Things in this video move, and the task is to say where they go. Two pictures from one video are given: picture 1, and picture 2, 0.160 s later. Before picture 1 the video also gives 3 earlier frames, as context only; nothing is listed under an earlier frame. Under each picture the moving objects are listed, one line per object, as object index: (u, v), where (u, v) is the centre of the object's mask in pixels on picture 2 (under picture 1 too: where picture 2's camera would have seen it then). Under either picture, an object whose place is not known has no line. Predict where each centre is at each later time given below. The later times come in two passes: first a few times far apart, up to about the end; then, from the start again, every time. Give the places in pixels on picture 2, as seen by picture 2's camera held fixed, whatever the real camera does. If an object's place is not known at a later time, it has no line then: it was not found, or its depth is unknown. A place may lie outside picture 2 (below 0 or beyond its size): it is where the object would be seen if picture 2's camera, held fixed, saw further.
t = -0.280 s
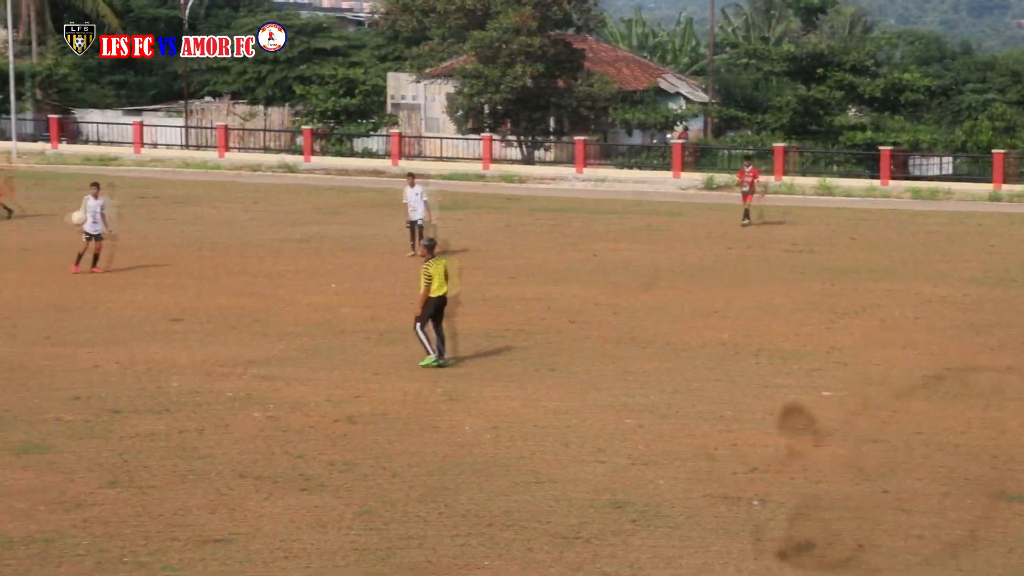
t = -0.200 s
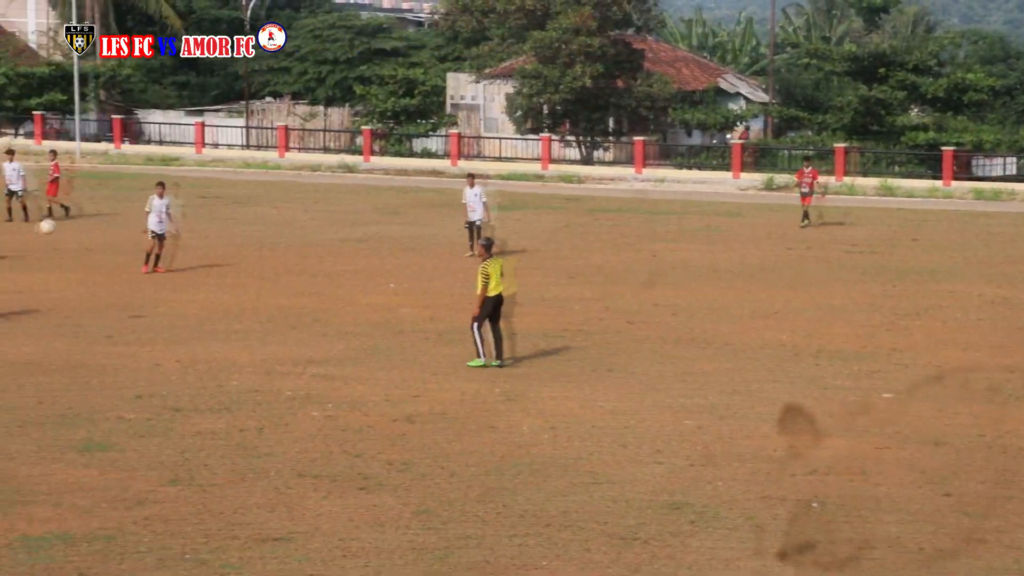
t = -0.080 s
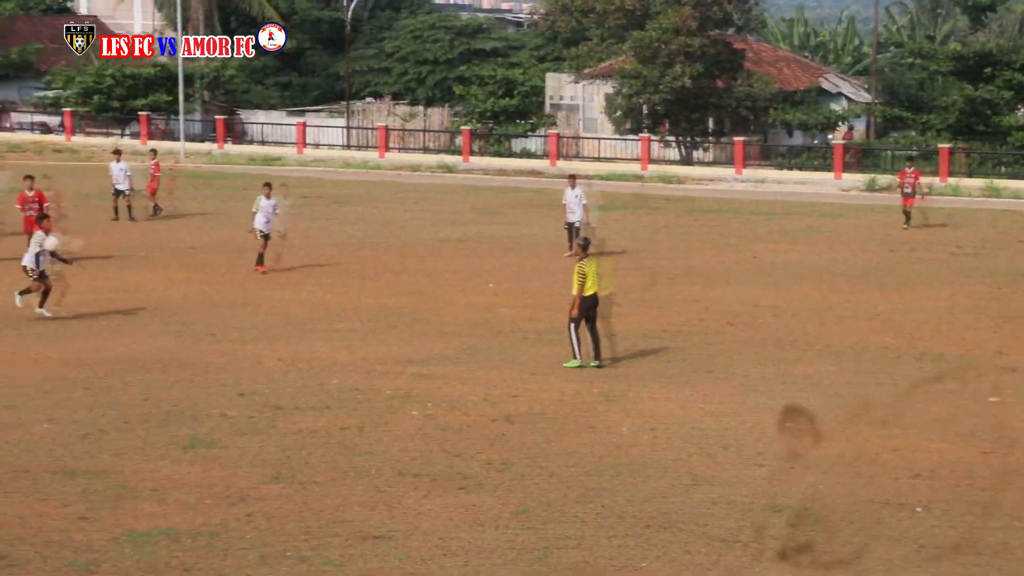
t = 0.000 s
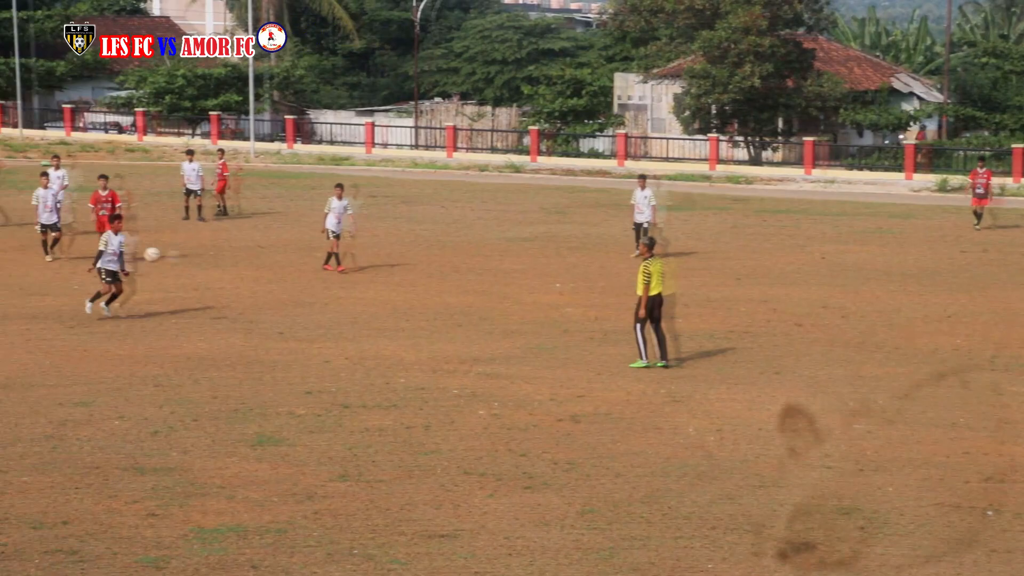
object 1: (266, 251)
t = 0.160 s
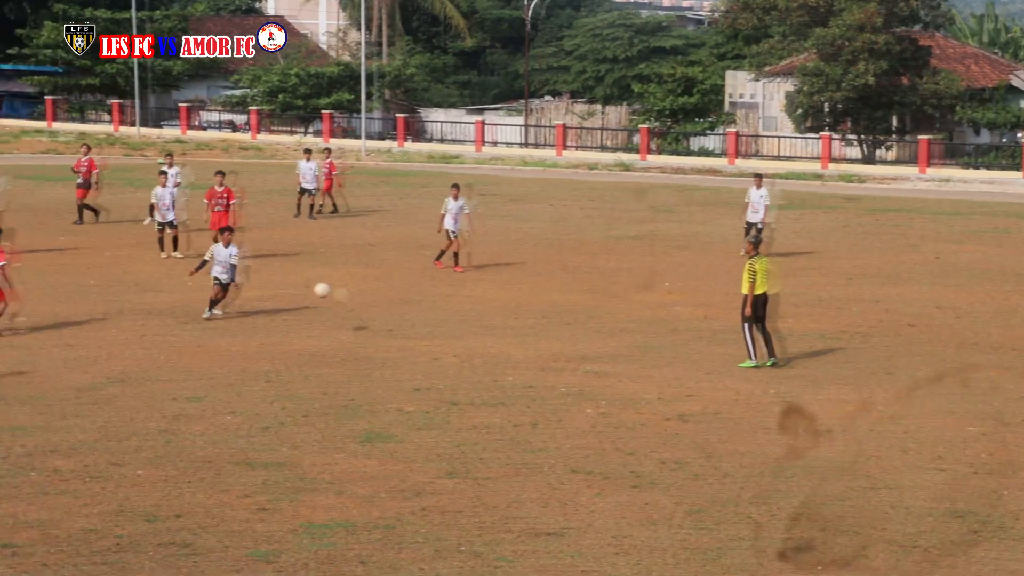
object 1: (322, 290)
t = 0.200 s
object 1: (337, 303)
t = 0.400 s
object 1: (398, 314)
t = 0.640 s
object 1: (457, 295)
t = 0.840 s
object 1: (506, 310)
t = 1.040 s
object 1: (557, 359)
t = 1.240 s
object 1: (612, 351)
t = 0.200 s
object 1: (337, 303)
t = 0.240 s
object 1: (352, 316)
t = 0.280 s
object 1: (368, 332)
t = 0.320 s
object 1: (378, 329)
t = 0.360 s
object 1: (388, 321)
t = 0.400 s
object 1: (398, 314)
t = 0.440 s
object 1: (408, 308)
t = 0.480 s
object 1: (418, 303)
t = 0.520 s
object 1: (427, 299)
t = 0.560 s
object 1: (437, 296)
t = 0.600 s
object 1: (447, 295)
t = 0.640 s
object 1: (457, 295)
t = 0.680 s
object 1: (466, 295)
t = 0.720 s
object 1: (476, 297)
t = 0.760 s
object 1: (486, 300)
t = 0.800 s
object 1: (496, 305)
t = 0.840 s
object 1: (506, 310)
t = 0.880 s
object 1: (516, 318)
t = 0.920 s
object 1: (527, 326)
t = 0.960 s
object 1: (536, 335)
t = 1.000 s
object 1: (546, 346)
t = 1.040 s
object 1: (557, 359)
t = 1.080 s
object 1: (567, 366)
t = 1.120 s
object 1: (578, 360)
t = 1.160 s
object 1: (590, 356)
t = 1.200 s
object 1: (601, 352)
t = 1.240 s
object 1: (612, 351)
